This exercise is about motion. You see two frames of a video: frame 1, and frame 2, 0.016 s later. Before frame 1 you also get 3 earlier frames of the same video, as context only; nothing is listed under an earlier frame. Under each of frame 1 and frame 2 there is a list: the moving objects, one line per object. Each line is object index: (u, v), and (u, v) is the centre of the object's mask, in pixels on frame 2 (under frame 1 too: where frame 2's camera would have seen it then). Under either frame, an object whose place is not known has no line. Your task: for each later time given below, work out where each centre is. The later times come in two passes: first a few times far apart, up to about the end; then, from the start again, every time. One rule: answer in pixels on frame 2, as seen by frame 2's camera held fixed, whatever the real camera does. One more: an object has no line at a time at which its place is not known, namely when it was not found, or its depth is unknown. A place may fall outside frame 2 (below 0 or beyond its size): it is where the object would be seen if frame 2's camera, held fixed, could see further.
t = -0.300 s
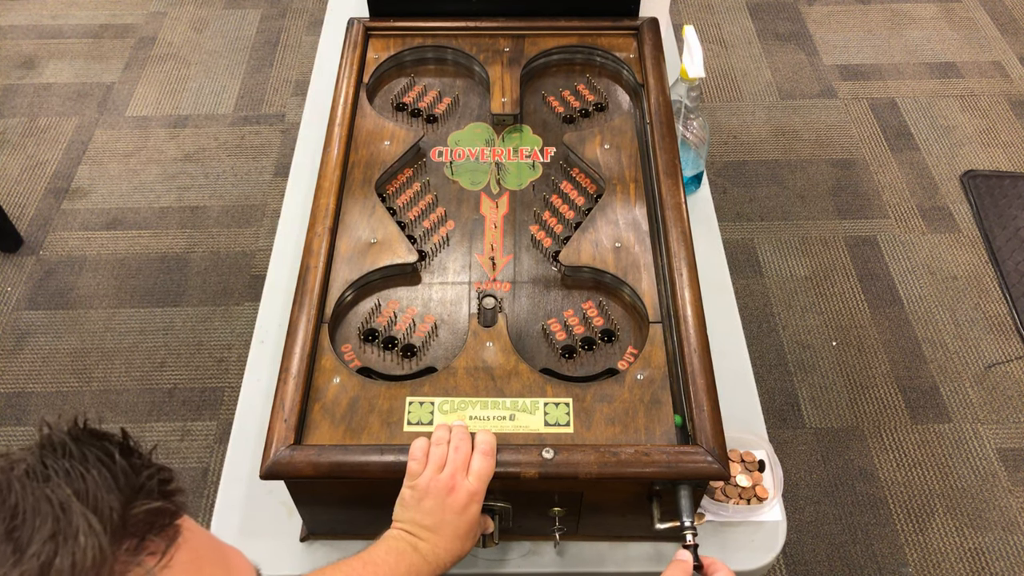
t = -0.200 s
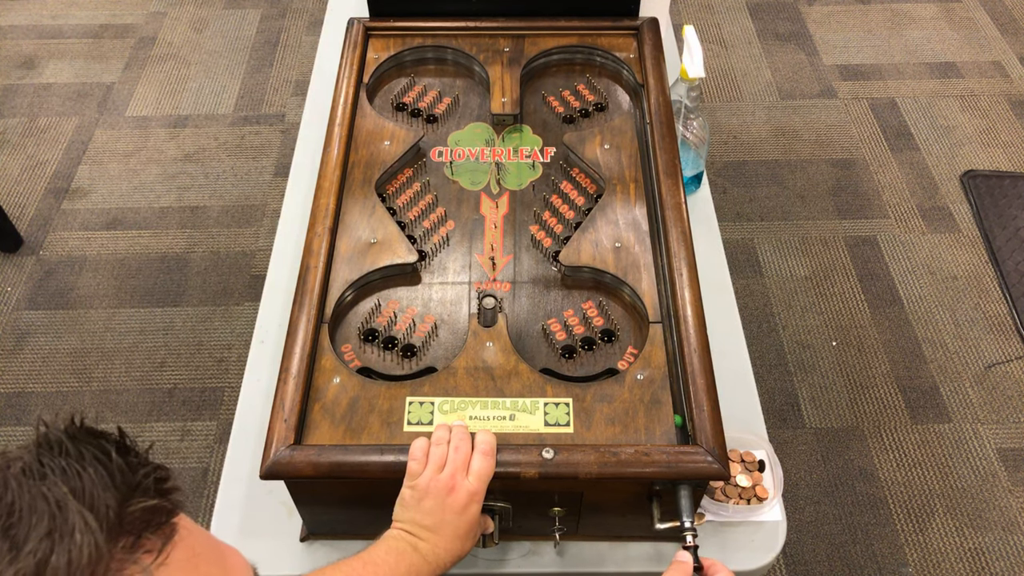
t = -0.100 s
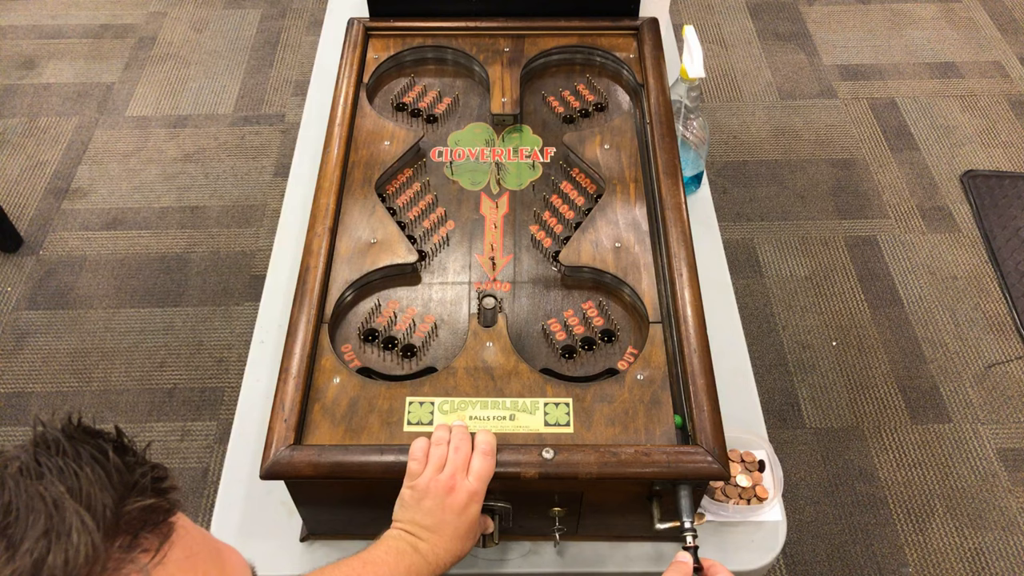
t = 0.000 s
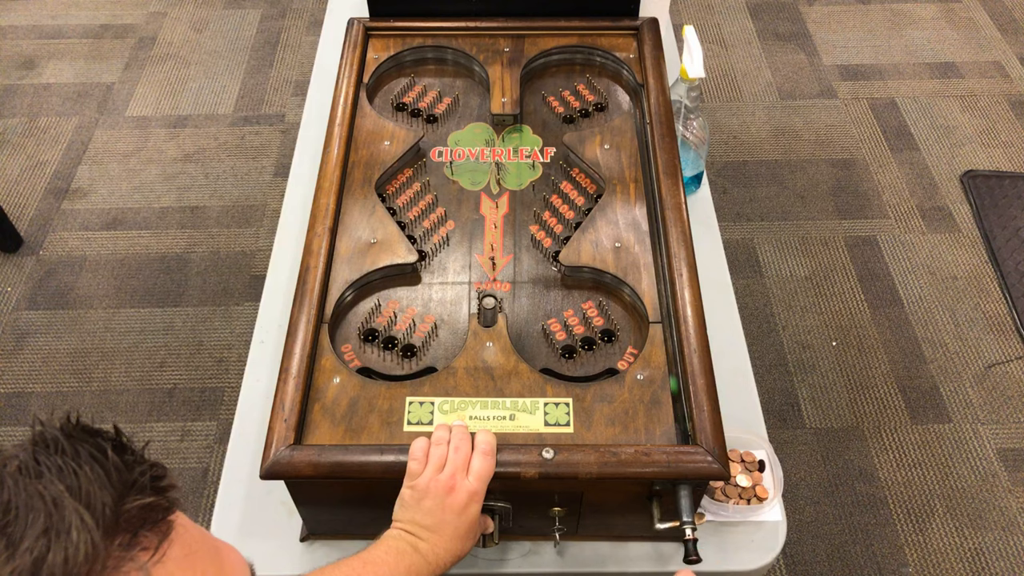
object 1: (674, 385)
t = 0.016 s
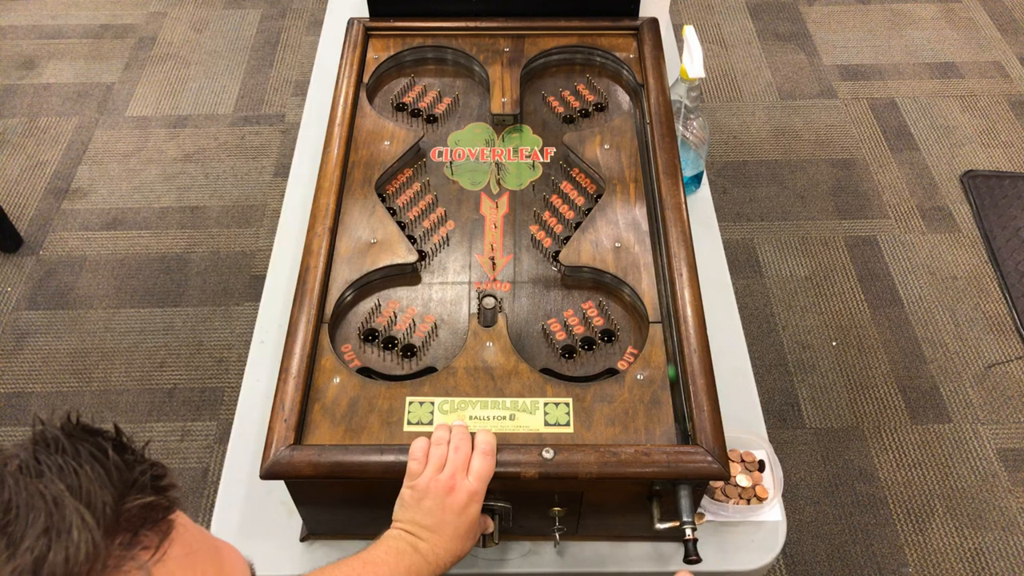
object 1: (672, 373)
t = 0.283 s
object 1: (653, 229)
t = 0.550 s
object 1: (640, 133)
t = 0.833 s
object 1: (613, 66)
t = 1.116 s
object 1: (546, 60)
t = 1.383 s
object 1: (523, 99)
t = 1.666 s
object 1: (518, 160)
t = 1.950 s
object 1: (515, 240)
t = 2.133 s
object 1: (515, 308)
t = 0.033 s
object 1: (670, 361)
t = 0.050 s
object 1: (668, 348)
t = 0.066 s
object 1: (667, 337)
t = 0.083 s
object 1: (666, 328)
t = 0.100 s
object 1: (665, 317)
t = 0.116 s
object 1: (663, 309)
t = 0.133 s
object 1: (662, 300)
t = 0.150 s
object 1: (661, 291)
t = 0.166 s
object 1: (660, 283)
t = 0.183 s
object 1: (659, 275)
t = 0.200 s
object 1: (658, 266)
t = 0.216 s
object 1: (656, 258)
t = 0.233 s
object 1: (656, 250)
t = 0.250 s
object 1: (655, 243)
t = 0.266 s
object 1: (654, 236)
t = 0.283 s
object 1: (653, 229)
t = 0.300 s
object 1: (652, 221)
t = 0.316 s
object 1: (651, 214)
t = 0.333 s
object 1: (650, 207)
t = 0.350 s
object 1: (649, 202)
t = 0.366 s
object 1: (648, 195)
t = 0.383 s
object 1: (648, 189)
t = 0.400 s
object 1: (647, 183)
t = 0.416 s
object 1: (646, 176)
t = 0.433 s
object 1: (646, 170)
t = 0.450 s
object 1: (645, 164)
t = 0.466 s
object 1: (644, 160)
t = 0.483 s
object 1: (643, 154)
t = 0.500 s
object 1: (642, 148)
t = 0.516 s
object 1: (642, 143)
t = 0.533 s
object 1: (641, 137)
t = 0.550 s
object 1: (640, 133)
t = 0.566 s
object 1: (639, 127)
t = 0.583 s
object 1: (638, 122)
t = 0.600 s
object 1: (638, 117)
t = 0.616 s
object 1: (637, 112)
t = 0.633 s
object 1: (636, 108)
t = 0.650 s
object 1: (635, 104)
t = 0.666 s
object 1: (634, 100)
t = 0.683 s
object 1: (634, 96)
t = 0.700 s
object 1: (633, 91)
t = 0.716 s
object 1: (632, 88)
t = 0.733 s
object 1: (630, 84)
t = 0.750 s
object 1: (627, 80)
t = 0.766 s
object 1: (625, 77)
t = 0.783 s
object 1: (623, 74)
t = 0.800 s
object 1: (620, 71)
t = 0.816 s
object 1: (616, 69)
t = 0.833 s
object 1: (613, 66)
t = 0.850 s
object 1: (609, 65)
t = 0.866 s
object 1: (605, 63)
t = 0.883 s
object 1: (601, 61)
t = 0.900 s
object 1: (598, 60)
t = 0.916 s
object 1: (594, 59)
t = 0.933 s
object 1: (590, 58)
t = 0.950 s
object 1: (585, 57)
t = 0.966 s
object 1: (581, 57)
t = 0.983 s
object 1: (577, 57)
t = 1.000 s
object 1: (573, 56)
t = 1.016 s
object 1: (569, 56)
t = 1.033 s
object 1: (565, 57)
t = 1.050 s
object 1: (561, 57)
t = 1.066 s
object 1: (557, 58)
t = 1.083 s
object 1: (553, 59)
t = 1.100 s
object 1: (550, 60)
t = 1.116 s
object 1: (546, 60)
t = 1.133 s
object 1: (543, 62)
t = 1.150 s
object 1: (540, 63)
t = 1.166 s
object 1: (537, 65)
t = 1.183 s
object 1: (534, 67)
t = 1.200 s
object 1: (531, 69)
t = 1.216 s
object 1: (529, 71)
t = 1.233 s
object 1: (527, 73)
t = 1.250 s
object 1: (526, 76)
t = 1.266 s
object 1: (525, 78)
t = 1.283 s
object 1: (524, 81)
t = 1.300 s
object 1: (523, 84)
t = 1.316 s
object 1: (523, 86)
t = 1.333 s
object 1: (523, 89)
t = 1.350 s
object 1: (523, 92)
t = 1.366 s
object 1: (522, 95)
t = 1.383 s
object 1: (523, 99)
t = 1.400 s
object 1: (523, 102)
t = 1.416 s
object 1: (523, 105)
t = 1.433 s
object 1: (523, 108)
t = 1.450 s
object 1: (522, 111)
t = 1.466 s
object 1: (521, 116)
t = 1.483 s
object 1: (520, 119)
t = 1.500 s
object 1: (520, 122)
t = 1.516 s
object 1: (519, 126)
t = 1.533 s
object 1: (519, 129)
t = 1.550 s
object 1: (519, 133)
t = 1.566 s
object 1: (519, 136)
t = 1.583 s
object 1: (519, 140)
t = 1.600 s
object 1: (518, 143)
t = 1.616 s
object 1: (518, 147)
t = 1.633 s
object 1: (518, 151)
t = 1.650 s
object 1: (518, 156)
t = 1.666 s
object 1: (518, 160)
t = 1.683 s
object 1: (518, 165)
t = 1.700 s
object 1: (518, 169)
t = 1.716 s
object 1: (518, 173)
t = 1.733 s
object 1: (518, 178)
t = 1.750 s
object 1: (518, 182)
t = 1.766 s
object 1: (518, 185)
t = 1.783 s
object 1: (518, 190)
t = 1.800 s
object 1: (518, 195)
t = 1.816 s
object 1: (518, 199)
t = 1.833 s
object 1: (517, 204)
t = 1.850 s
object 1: (517, 209)
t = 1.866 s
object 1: (517, 213)
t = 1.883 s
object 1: (516, 219)
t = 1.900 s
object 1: (516, 224)
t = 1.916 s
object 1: (516, 229)
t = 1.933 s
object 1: (516, 235)
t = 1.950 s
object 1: (515, 240)
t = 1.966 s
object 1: (515, 246)
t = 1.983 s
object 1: (515, 251)
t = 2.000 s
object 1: (515, 257)
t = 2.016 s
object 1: (515, 264)
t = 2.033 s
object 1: (515, 270)
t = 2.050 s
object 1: (515, 275)
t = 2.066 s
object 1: (515, 282)
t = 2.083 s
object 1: (515, 288)
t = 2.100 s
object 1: (515, 295)
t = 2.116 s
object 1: (515, 301)
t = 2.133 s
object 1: (515, 308)
